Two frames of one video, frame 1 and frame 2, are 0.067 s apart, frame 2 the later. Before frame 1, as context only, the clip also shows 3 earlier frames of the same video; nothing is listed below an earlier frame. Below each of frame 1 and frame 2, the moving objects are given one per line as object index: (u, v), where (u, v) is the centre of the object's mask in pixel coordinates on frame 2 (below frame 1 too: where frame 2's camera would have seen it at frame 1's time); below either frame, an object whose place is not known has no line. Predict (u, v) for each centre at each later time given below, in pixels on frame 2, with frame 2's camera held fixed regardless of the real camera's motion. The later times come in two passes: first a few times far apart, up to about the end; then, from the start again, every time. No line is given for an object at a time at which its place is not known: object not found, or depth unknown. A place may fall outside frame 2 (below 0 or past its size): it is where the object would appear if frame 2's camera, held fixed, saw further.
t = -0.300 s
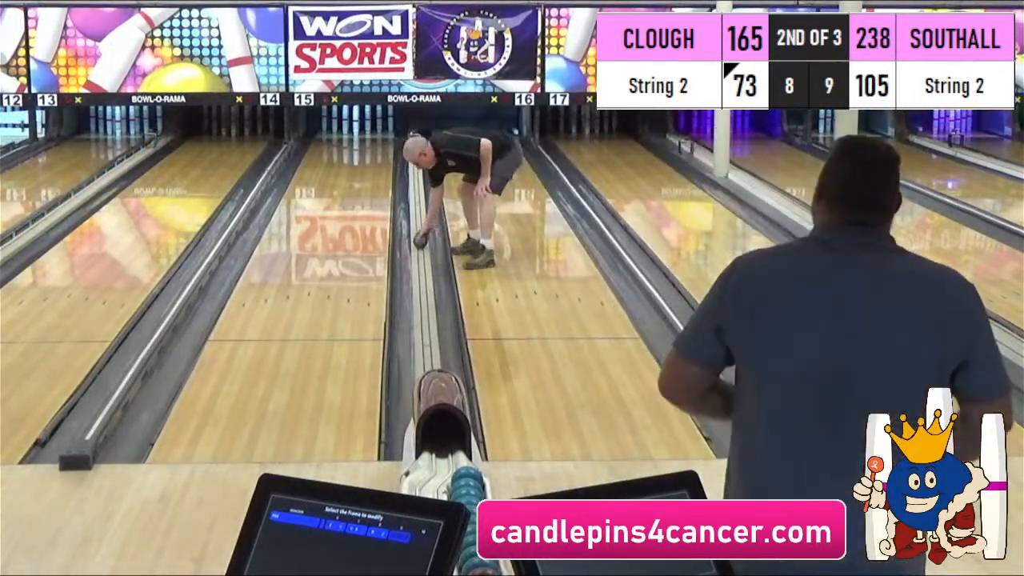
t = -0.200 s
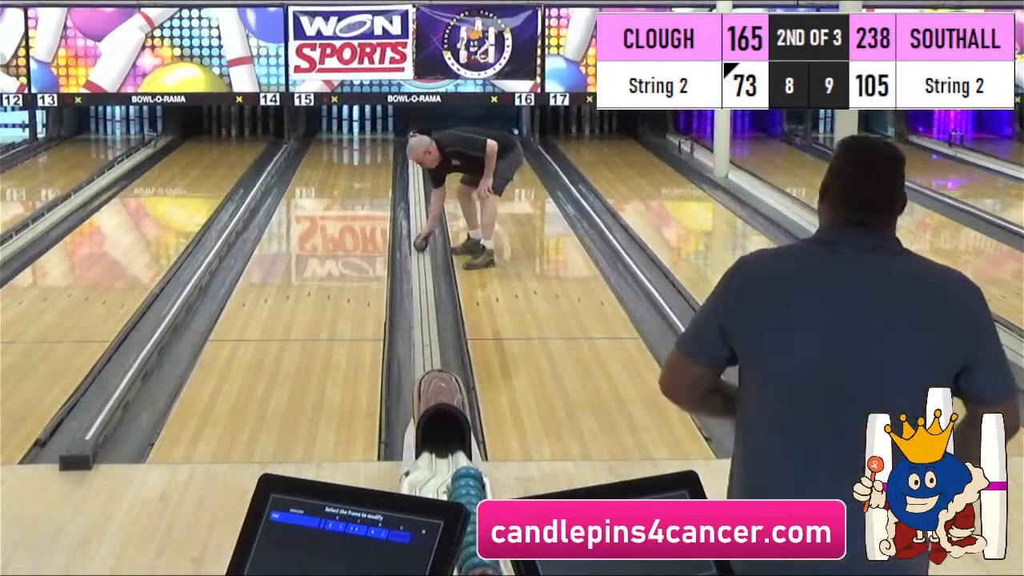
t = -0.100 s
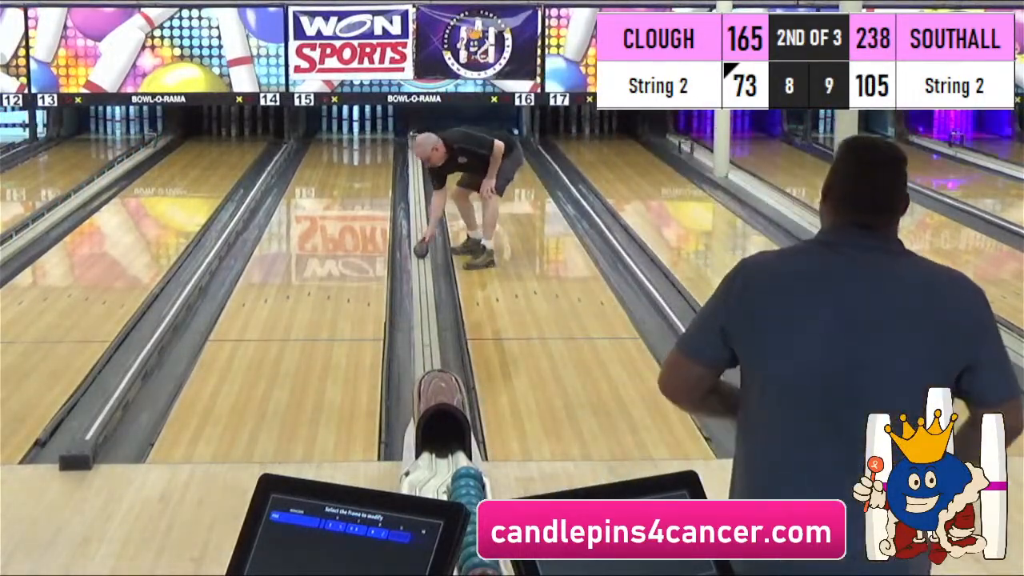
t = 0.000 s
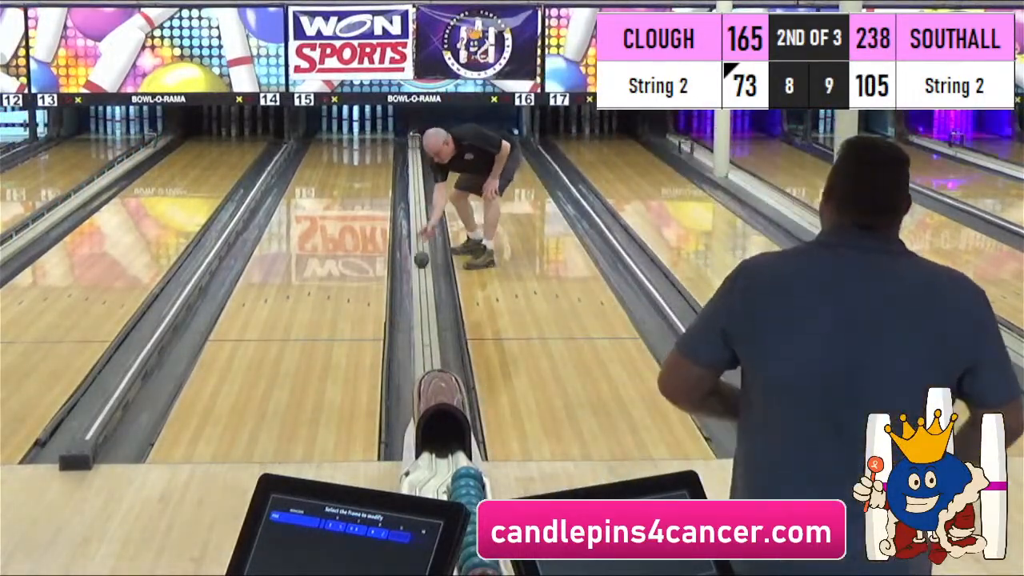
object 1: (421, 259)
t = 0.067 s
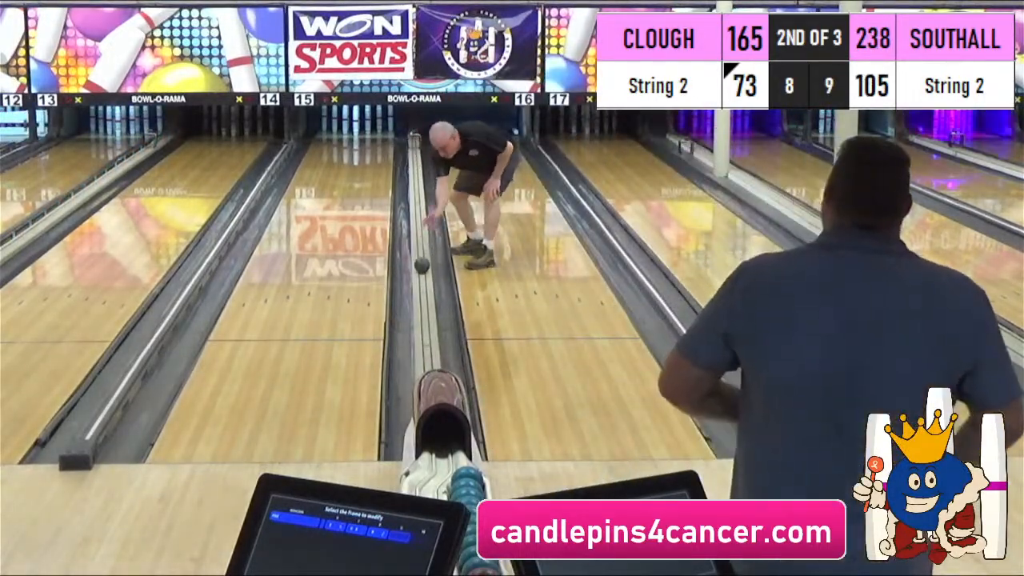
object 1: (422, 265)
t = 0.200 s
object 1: (423, 277)
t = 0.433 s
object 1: (424, 298)
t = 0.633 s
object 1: (425, 318)
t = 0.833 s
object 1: (427, 338)
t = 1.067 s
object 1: (428, 361)
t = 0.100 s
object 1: (422, 268)
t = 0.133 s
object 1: (422, 271)
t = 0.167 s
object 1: (422, 274)
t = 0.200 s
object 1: (423, 277)
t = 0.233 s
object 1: (423, 280)
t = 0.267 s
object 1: (423, 283)
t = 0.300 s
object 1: (423, 286)
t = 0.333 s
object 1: (423, 289)
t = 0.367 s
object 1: (424, 291)
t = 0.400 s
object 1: (424, 295)
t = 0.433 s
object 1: (424, 298)
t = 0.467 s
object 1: (424, 301)
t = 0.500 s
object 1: (425, 304)
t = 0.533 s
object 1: (425, 308)
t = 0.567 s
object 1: (425, 311)
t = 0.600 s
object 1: (425, 315)
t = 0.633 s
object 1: (425, 318)
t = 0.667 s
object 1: (426, 321)
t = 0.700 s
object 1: (426, 324)
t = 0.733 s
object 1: (426, 327)
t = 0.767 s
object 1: (426, 331)
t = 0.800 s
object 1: (426, 334)
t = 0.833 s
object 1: (427, 338)
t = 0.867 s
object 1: (427, 341)
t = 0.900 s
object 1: (427, 344)
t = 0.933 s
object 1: (427, 348)
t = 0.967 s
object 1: (428, 351)
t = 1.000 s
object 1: (428, 355)
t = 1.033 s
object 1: (428, 359)
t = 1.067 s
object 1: (428, 361)
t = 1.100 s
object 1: (428, 364)
